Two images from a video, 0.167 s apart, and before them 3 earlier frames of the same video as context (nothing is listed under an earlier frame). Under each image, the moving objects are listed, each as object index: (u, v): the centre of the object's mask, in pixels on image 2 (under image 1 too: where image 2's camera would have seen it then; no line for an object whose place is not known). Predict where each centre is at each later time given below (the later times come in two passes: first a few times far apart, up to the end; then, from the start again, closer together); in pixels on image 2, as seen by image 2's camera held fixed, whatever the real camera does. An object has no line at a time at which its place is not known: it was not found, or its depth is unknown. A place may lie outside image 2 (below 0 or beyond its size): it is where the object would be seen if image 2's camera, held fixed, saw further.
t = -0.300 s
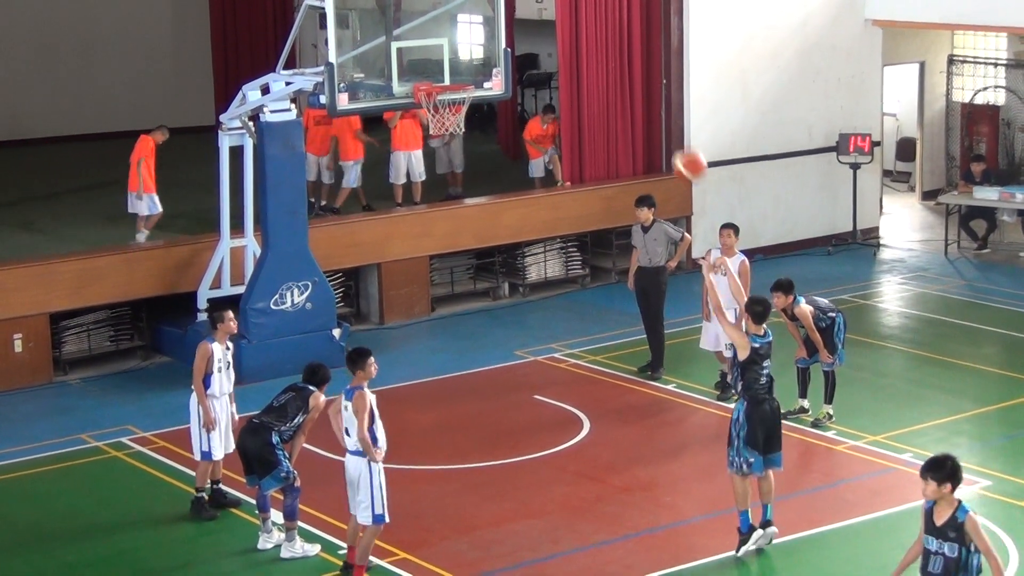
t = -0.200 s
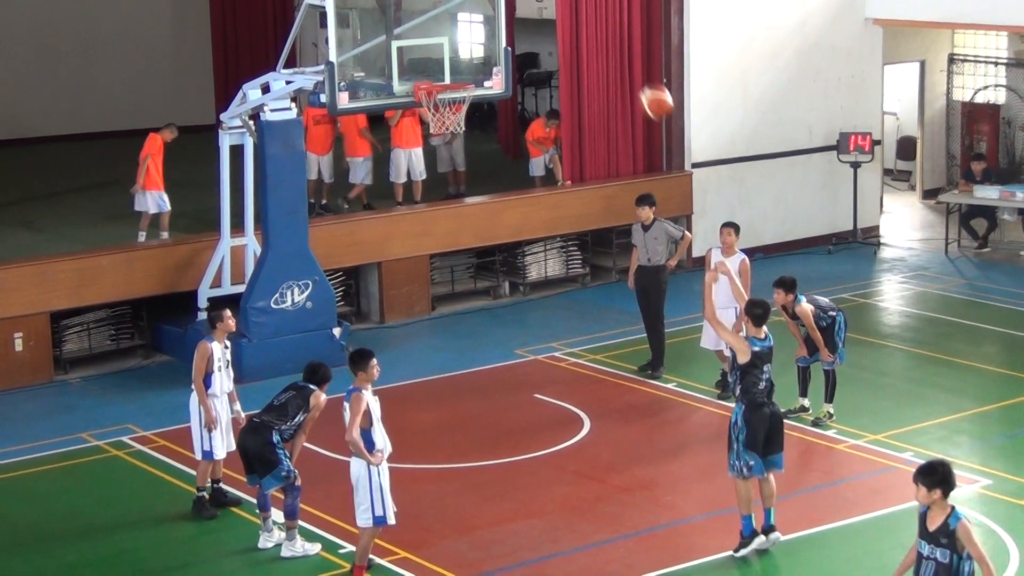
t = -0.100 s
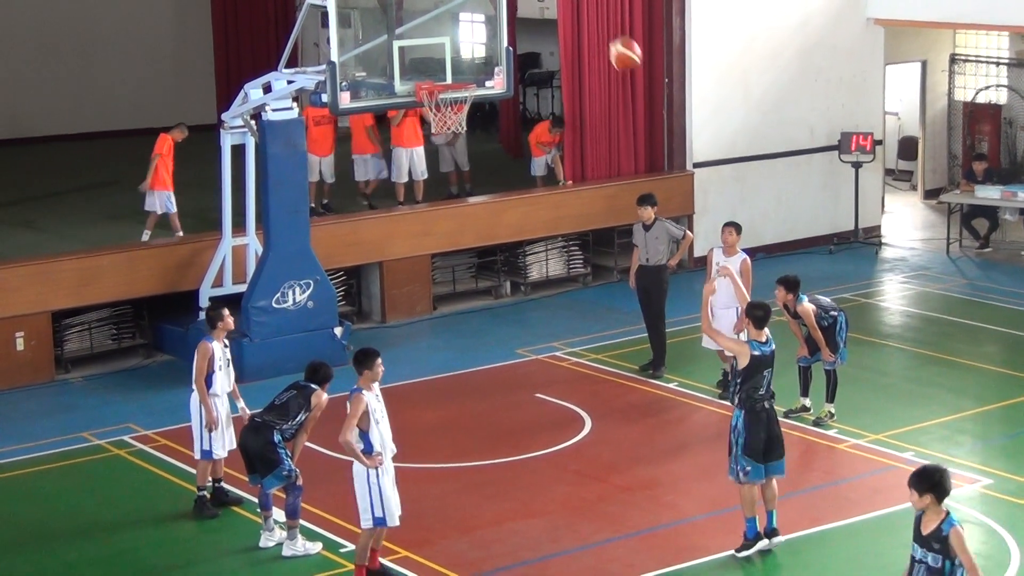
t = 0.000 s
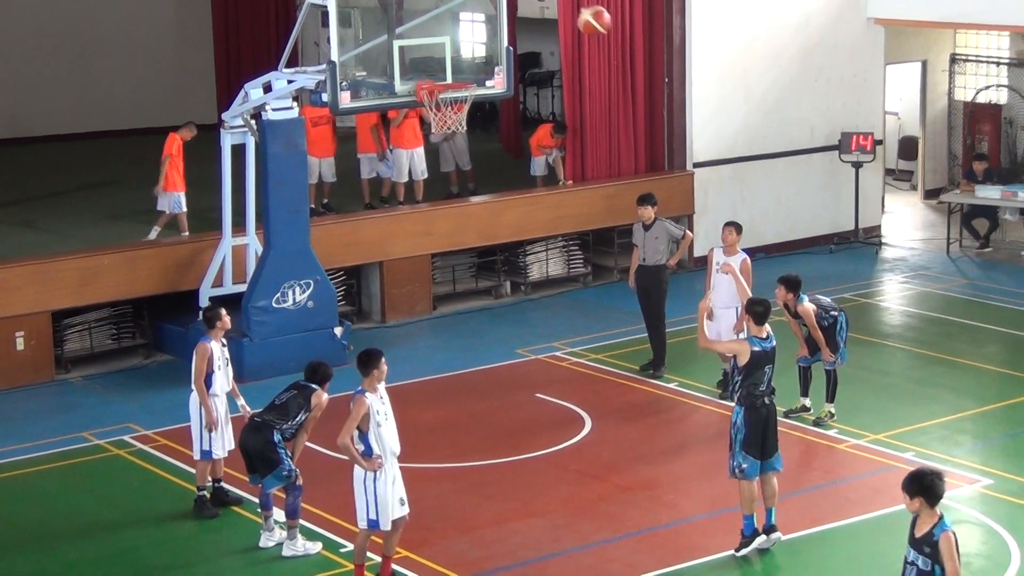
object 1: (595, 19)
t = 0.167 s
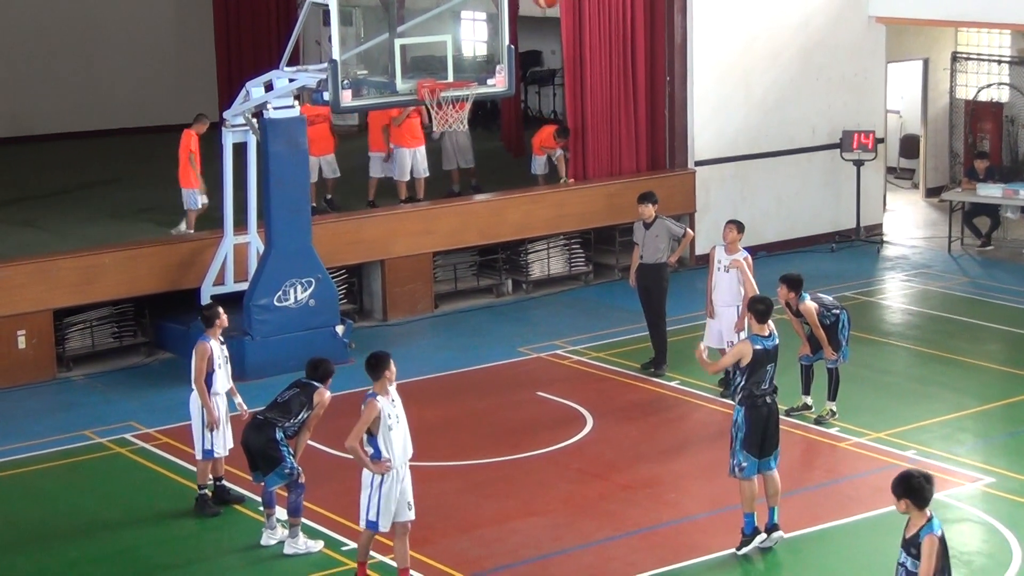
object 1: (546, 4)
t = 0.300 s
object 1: (511, 5)
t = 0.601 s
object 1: (441, 77)
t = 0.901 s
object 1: (449, 216)
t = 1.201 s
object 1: (463, 367)
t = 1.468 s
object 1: (484, 232)
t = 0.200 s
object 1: (537, 3)
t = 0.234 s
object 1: (529, 4)
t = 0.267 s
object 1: (519, 4)
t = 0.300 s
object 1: (511, 5)
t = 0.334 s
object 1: (503, 7)
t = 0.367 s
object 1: (494, 10)
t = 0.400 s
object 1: (487, 14)
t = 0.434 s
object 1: (479, 22)
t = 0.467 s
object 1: (468, 32)
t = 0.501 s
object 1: (461, 44)
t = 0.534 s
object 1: (454, 55)
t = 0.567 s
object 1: (448, 67)
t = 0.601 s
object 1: (441, 77)
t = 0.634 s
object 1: (436, 97)
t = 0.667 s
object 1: (437, 107)
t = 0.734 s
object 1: (441, 134)
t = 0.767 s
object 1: (442, 148)
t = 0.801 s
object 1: (444, 164)
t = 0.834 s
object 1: (446, 181)
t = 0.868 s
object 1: (447, 196)
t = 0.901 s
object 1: (449, 216)
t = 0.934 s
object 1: (451, 236)
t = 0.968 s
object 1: (453, 255)
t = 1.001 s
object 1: (454, 276)
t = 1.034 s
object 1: (456, 298)
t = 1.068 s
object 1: (457, 322)
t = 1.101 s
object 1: (459, 345)
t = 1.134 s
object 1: (460, 368)
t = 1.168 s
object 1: (461, 389)
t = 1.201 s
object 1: (463, 367)
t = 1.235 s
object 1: (466, 347)
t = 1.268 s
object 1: (469, 328)
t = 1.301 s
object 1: (471, 309)
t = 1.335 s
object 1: (473, 290)
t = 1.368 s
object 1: (476, 276)
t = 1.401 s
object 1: (478, 260)
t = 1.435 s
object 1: (481, 246)
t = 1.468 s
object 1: (484, 232)
